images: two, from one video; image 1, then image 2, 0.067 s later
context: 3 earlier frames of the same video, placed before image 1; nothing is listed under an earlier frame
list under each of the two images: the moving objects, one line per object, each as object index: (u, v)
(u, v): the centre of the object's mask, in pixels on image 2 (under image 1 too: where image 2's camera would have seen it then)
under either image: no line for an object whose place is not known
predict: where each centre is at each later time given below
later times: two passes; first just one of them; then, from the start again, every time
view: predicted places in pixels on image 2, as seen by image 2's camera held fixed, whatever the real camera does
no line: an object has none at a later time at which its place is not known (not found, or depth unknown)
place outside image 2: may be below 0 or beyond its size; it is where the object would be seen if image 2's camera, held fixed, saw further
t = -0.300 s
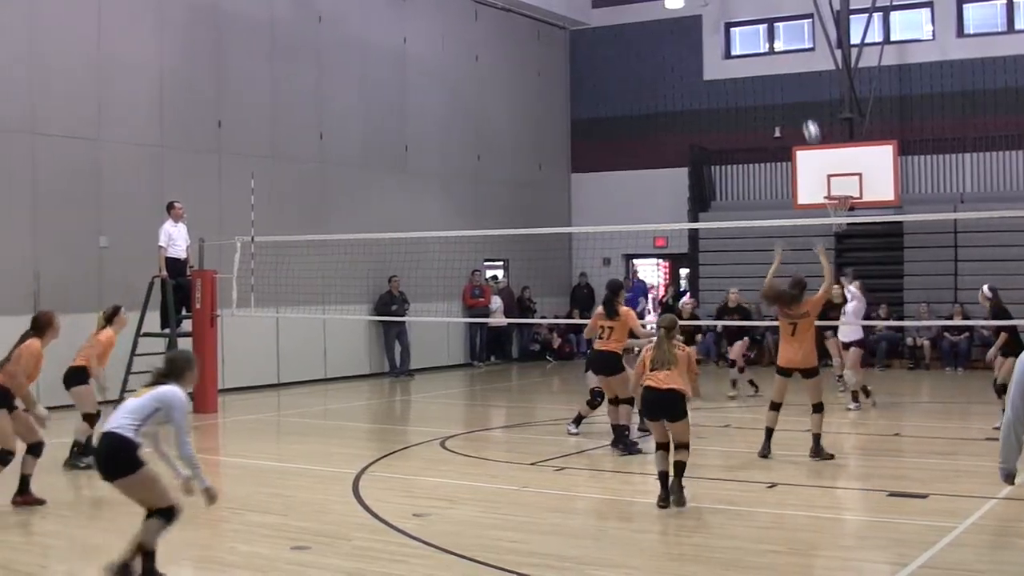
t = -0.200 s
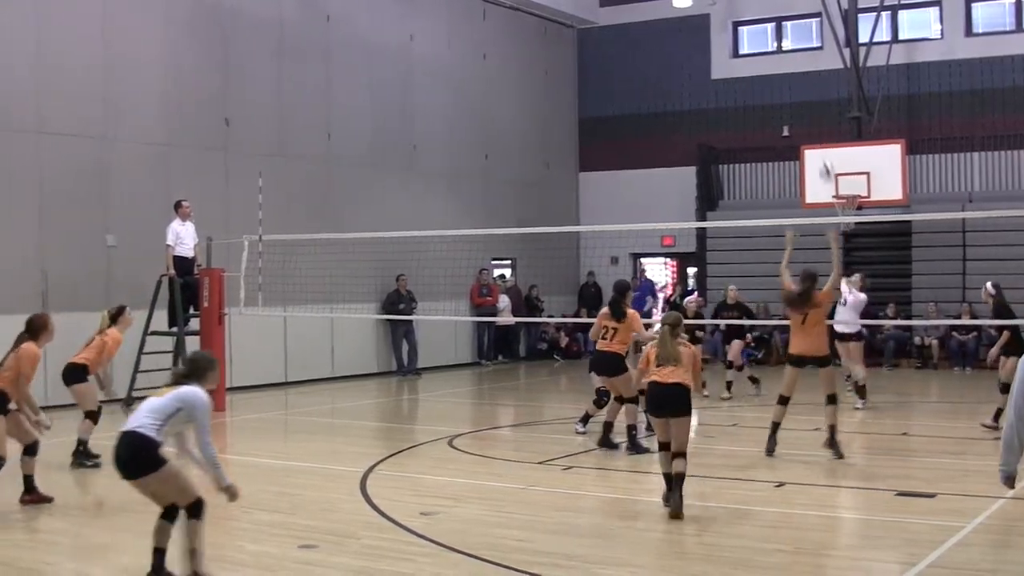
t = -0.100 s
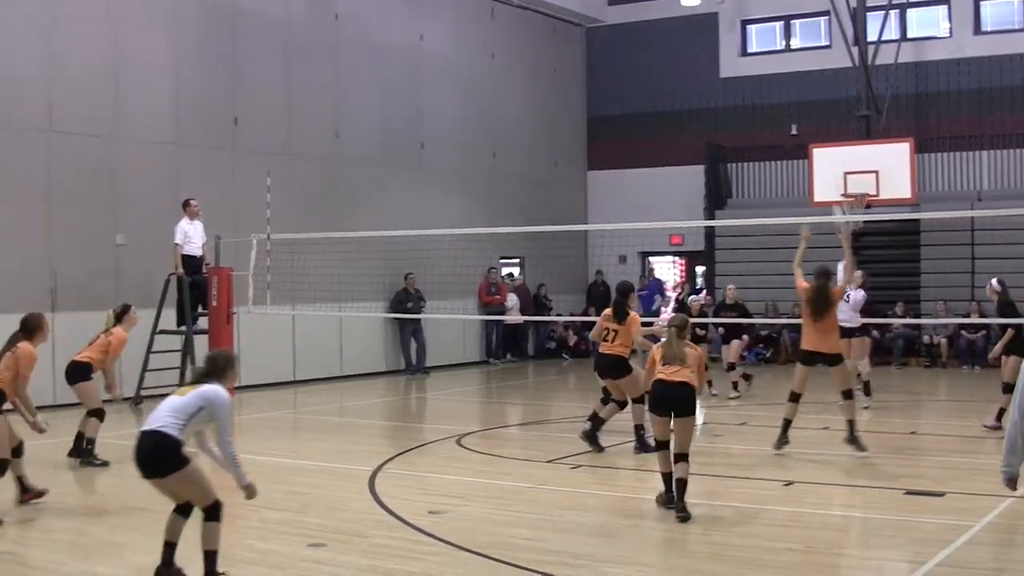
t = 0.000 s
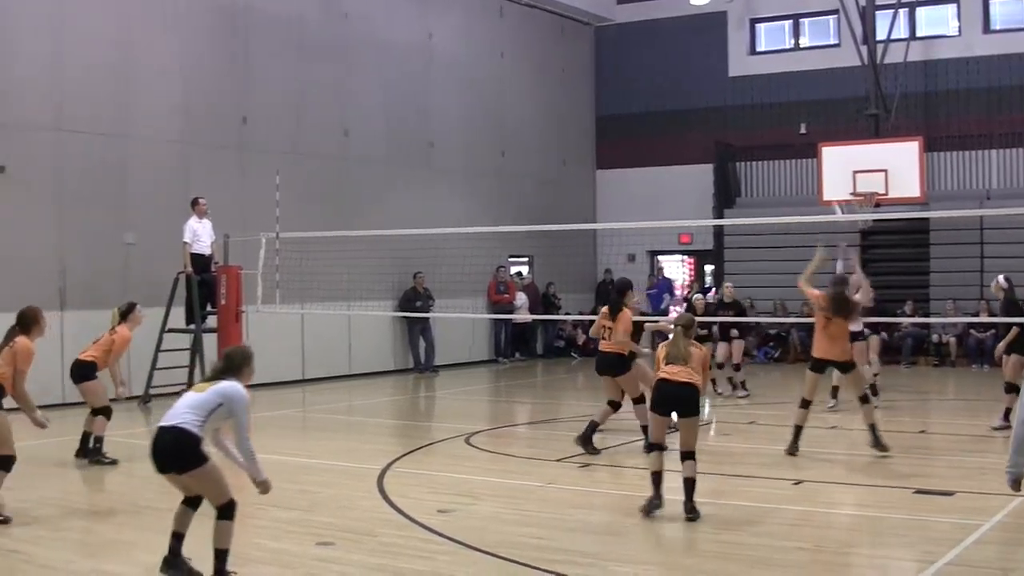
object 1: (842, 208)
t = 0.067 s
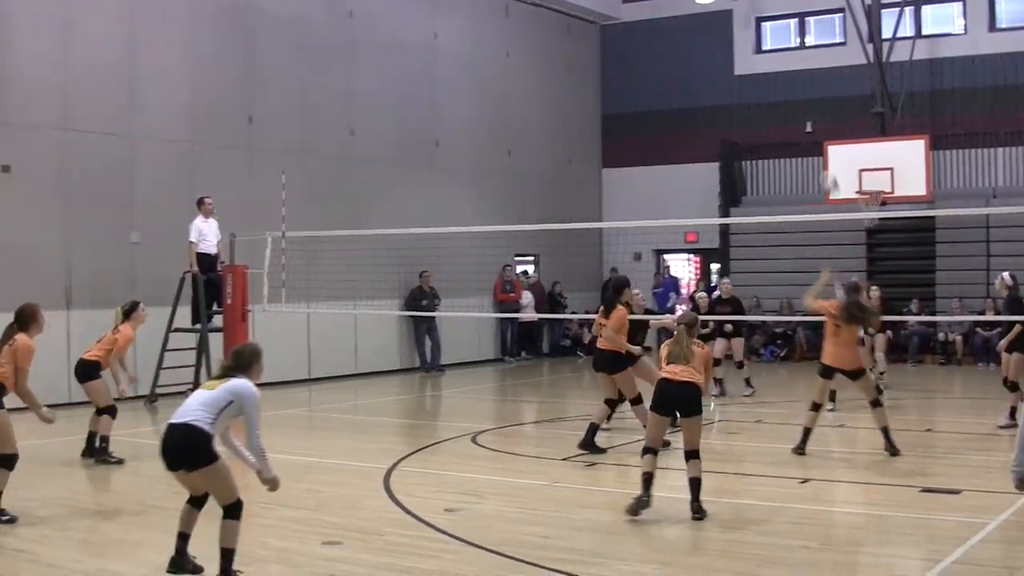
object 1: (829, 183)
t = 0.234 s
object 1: (788, 122)
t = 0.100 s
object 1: (821, 168)
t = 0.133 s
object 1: (814, 155)
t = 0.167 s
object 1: (806, 143)
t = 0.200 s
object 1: (797, 133)
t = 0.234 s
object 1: (788, 122)
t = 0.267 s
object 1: (778, 112)
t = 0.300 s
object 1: (767, 103)
